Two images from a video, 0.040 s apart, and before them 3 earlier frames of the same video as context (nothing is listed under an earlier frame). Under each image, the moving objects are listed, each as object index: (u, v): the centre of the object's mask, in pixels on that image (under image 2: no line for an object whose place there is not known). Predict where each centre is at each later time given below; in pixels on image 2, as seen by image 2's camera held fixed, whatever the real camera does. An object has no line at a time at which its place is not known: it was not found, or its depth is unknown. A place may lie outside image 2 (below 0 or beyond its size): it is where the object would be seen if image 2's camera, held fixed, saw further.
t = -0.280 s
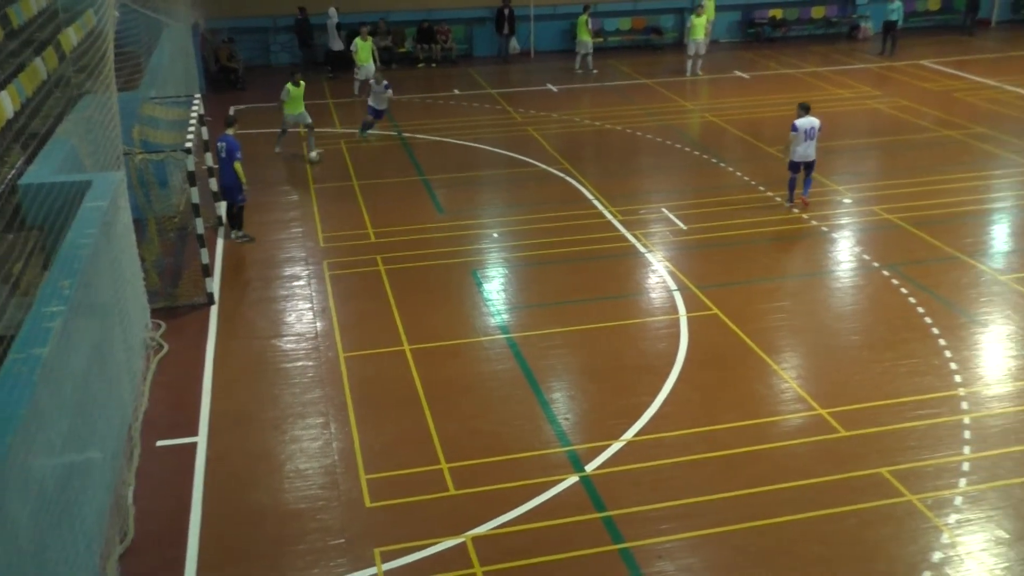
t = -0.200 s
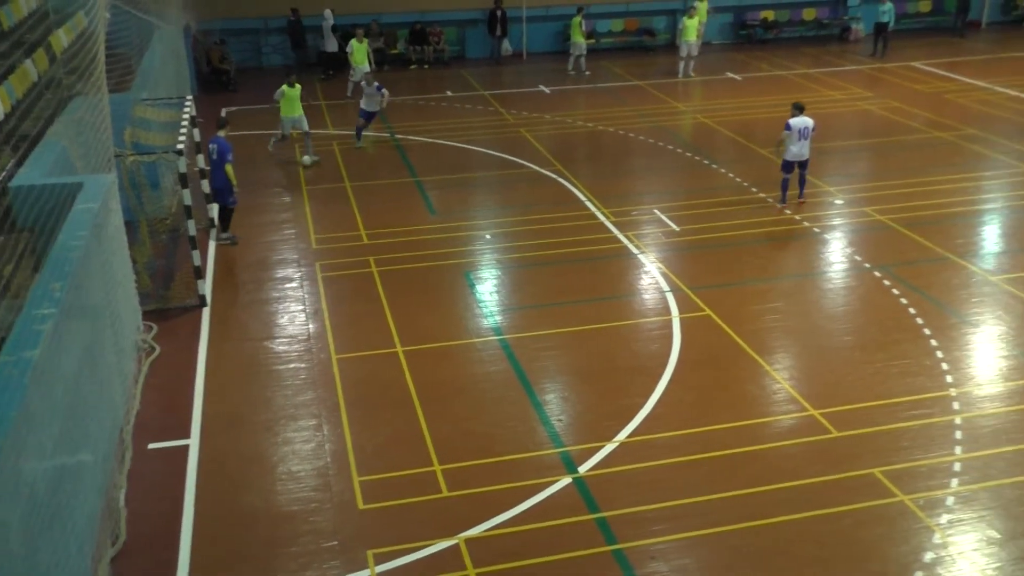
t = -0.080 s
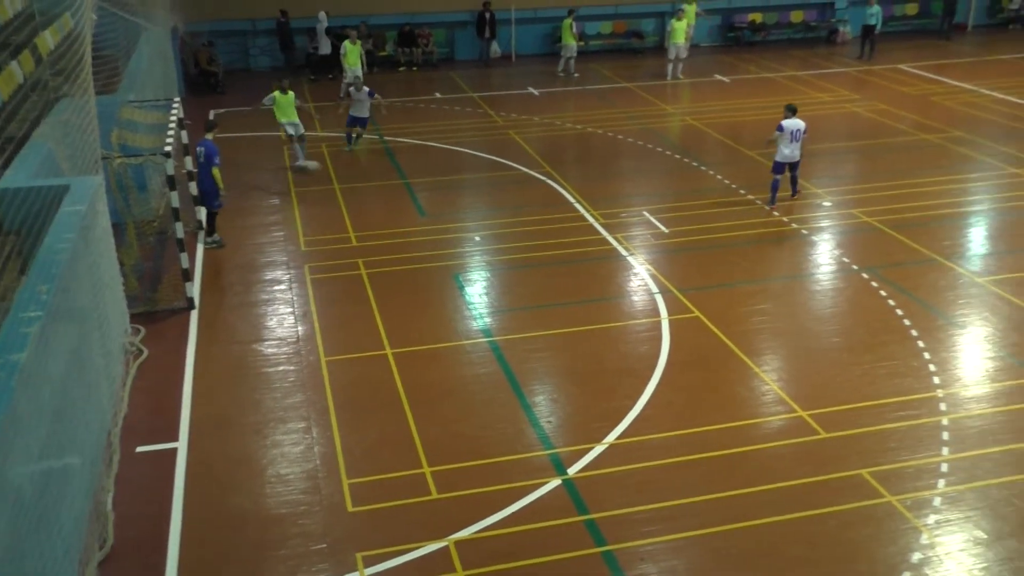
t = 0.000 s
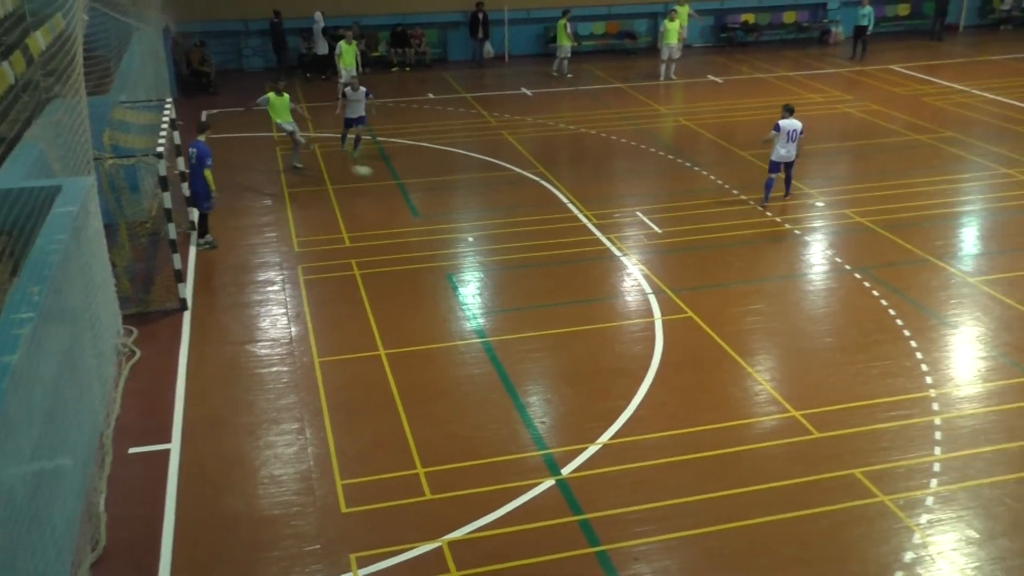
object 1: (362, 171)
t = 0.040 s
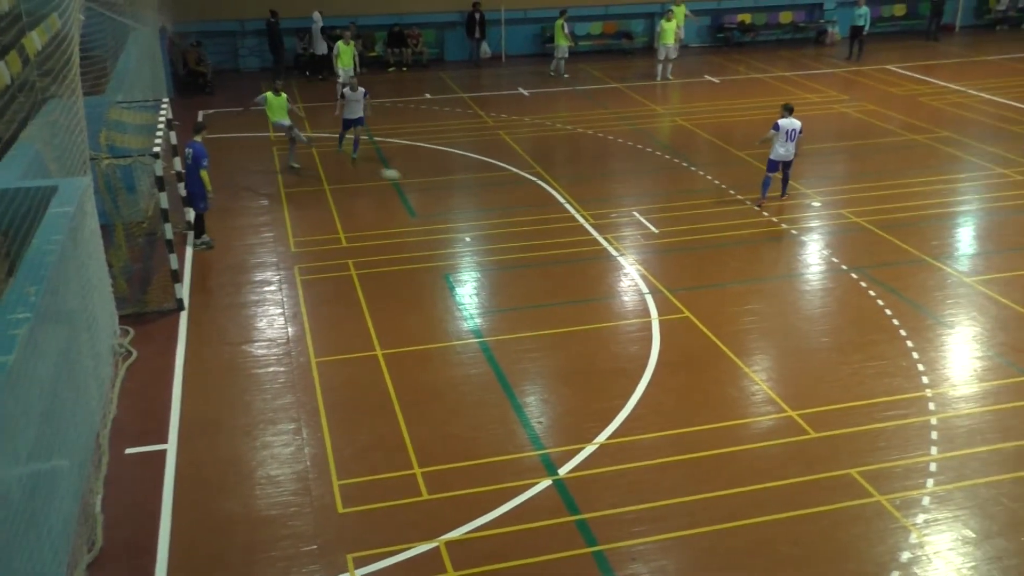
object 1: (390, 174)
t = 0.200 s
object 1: (531, 201)
